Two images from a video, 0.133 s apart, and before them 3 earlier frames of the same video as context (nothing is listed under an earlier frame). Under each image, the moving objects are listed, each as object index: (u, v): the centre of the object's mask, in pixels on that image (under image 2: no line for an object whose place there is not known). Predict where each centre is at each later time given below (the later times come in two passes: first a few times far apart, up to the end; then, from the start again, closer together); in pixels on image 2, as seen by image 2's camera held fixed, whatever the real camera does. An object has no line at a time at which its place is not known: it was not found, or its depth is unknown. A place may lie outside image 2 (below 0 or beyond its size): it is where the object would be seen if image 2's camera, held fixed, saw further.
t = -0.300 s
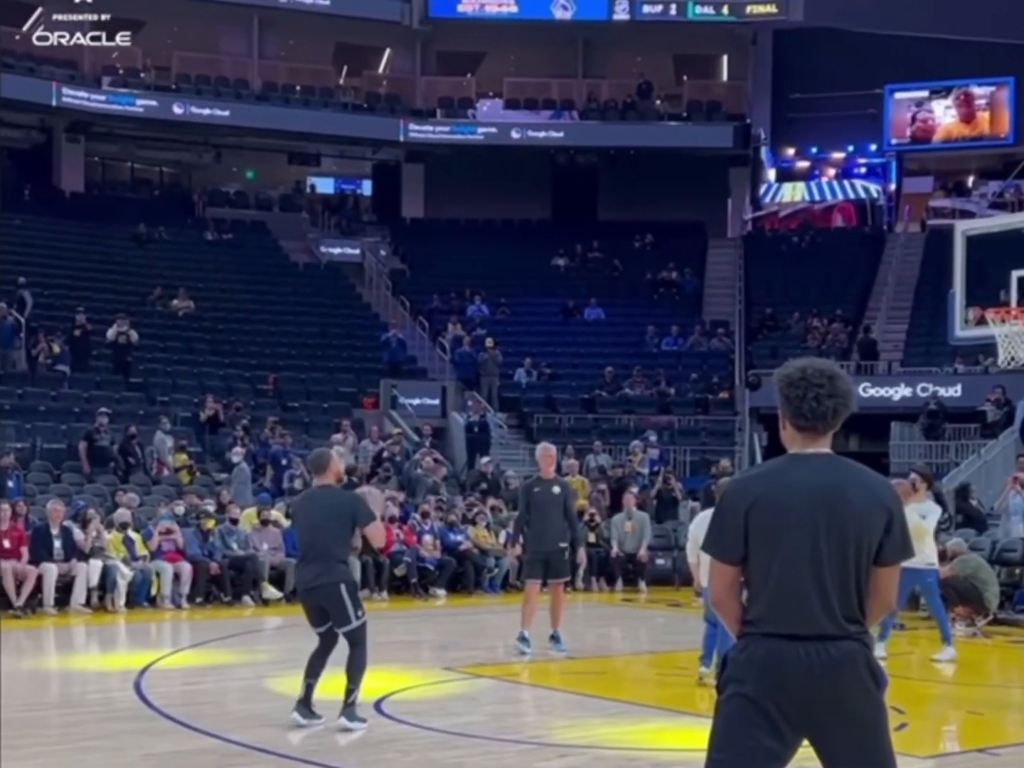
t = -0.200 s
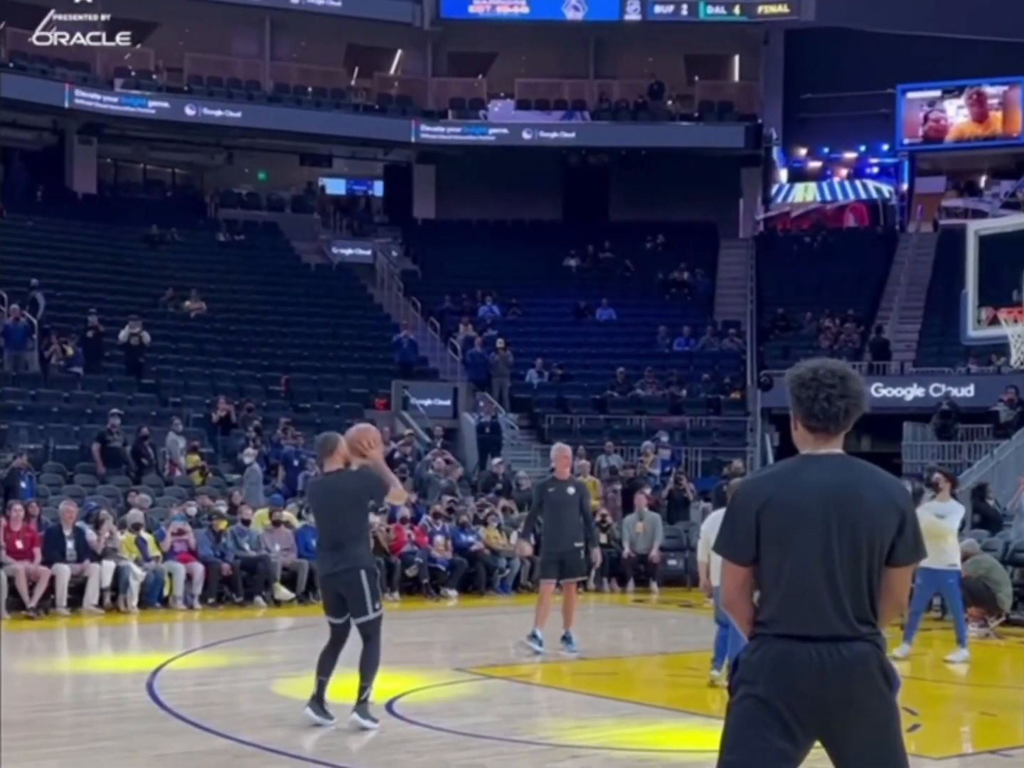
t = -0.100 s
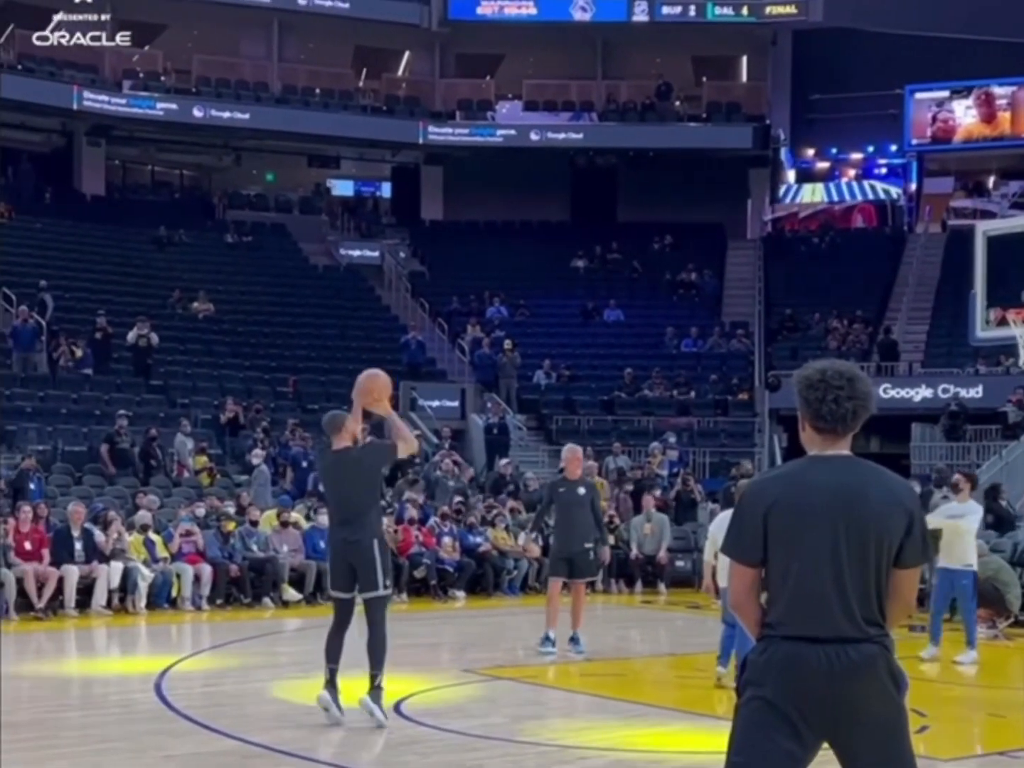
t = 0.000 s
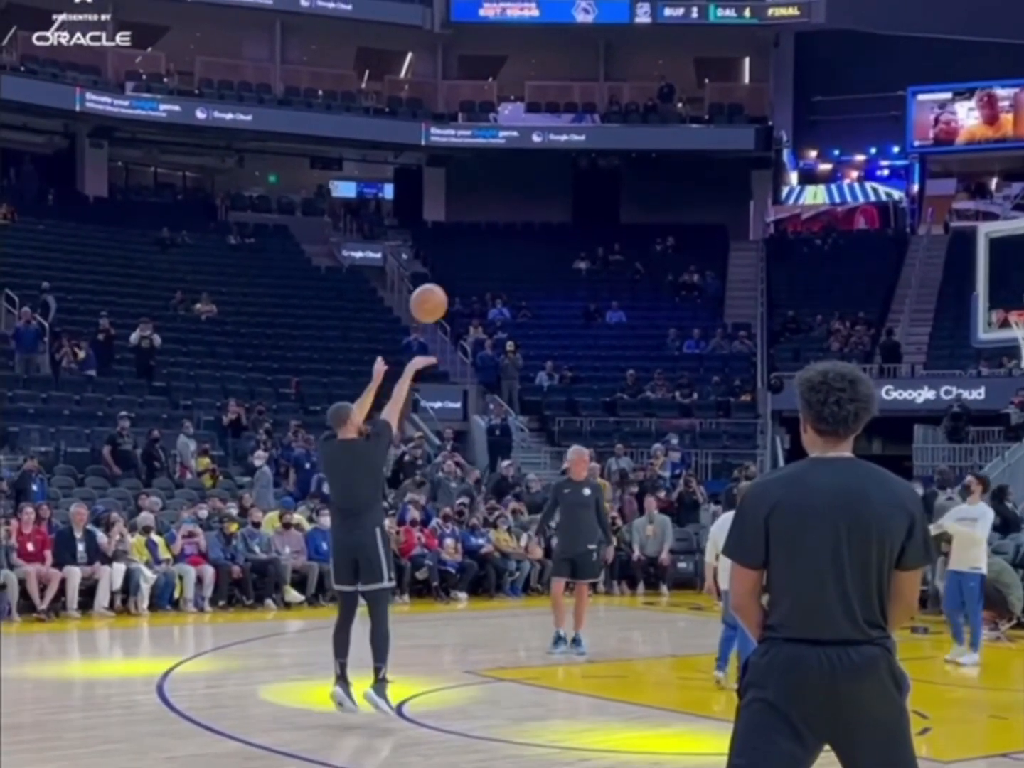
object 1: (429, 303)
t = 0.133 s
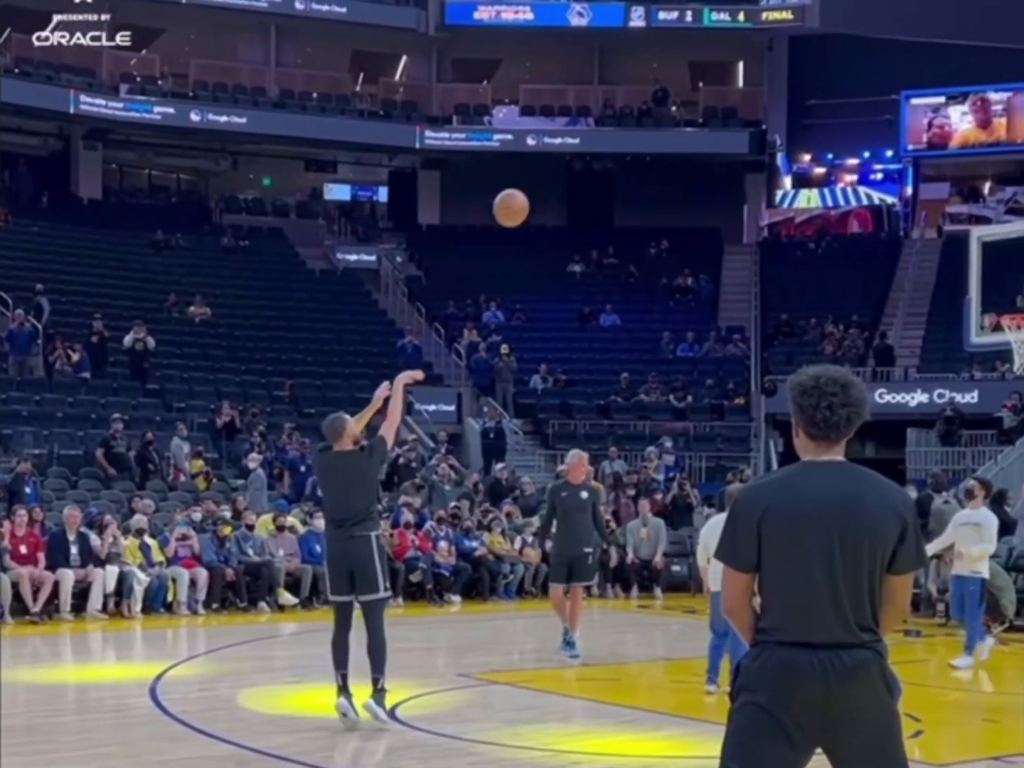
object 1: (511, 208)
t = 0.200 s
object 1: (552, 171)
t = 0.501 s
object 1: (719, 90)
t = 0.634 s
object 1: (786, 93)
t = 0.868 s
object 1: (893, 150)
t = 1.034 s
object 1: (962, 224)
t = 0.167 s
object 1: (532, 188)
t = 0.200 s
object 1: (552, 171)
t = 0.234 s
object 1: (573, 155)
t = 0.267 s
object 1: (593, 141)
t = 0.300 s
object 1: (612, 129)
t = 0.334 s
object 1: (630, 119)
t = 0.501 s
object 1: (719, 90)
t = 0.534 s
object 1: (737, 88)
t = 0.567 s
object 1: (754, 88)
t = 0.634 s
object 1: (786, 93)
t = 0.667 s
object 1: (802, 97)
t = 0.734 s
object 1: (833, 109)
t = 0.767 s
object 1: (848, 117)
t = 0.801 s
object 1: (864, 128)
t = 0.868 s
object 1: (893, 150)
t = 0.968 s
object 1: (934, 192)
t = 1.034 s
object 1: (962, 224)
